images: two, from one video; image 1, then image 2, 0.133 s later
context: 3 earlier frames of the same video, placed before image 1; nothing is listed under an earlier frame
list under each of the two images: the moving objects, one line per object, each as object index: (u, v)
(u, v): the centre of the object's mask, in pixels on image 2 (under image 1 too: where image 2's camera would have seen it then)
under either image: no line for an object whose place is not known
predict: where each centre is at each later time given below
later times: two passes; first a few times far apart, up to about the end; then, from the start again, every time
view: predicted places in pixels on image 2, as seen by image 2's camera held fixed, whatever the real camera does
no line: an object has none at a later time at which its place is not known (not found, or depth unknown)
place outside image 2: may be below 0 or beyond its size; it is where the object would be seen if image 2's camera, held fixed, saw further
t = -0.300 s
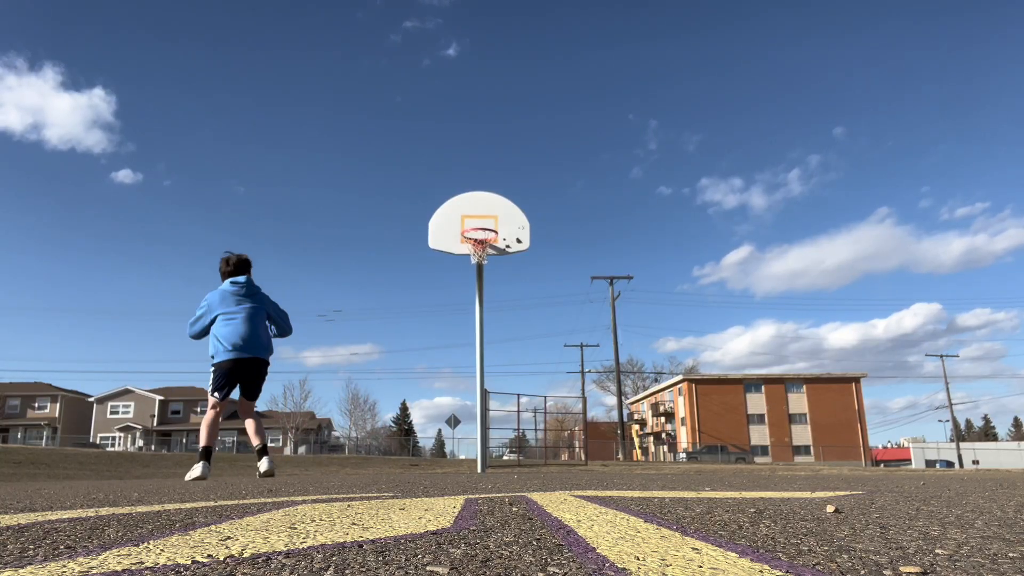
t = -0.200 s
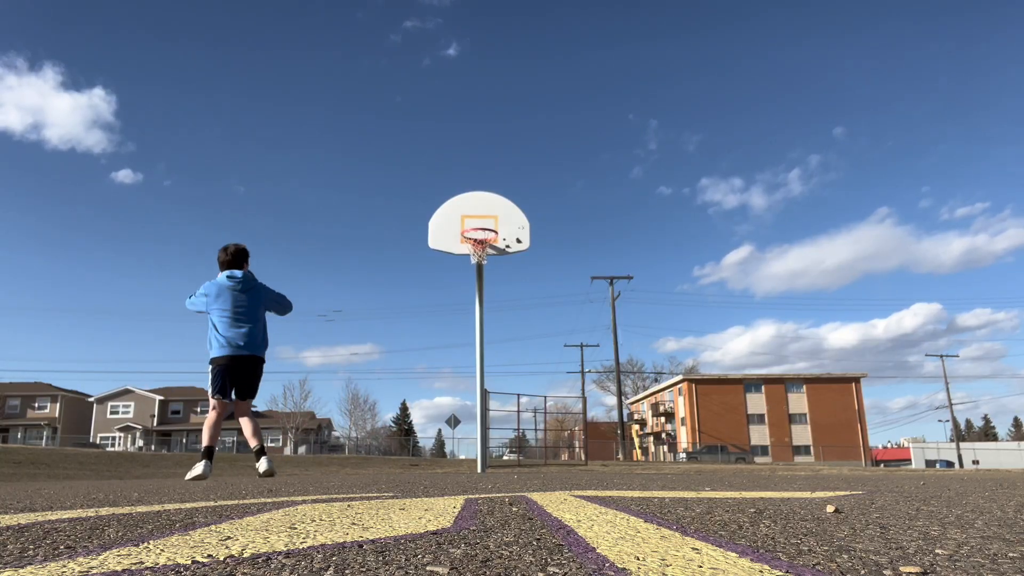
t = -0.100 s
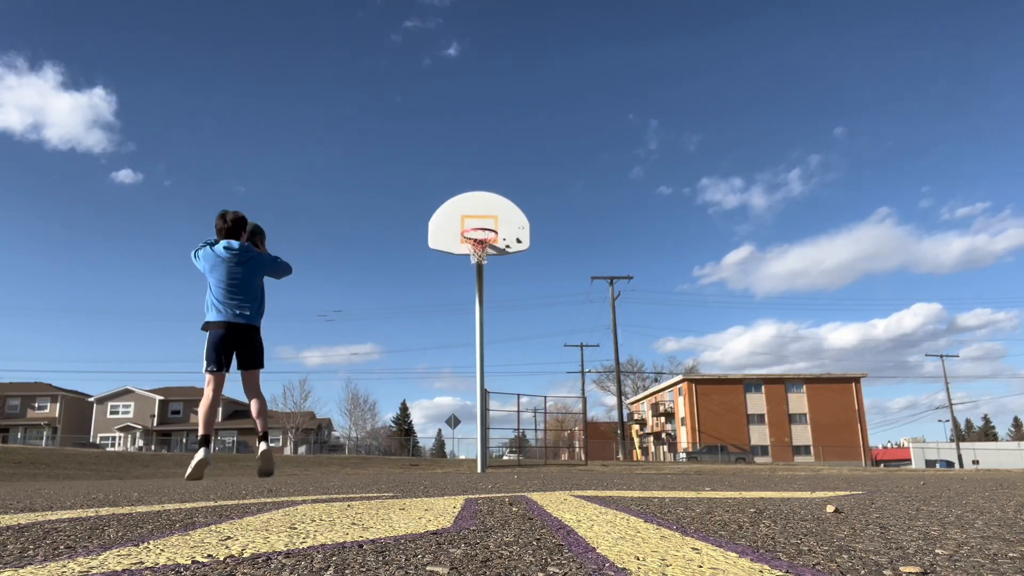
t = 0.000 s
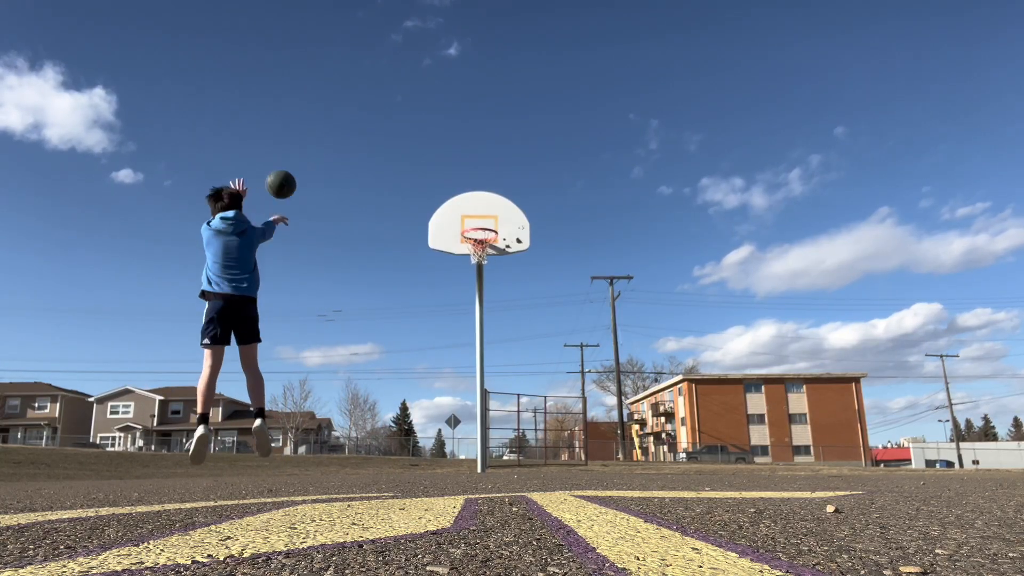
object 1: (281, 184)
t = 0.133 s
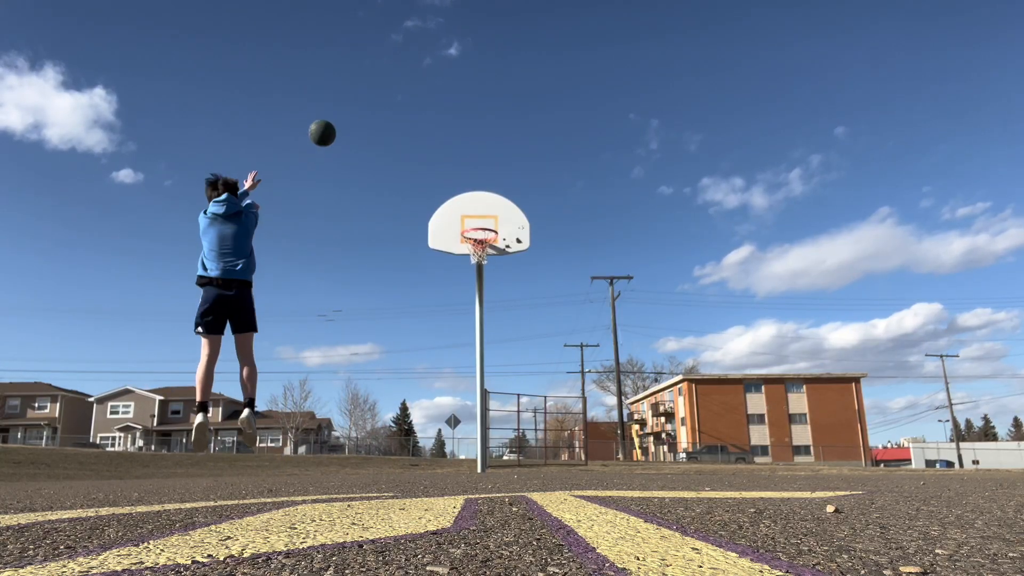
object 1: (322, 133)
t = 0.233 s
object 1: (348, 110)
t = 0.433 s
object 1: (391, 95)
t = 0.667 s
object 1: (430, 116)
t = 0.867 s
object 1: (458, 162)
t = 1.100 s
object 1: (485, 239)
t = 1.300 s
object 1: (455, 286)
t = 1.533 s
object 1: (423, 378)
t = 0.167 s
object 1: (331, 124)
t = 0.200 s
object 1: (340, 116)
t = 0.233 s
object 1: (348, 110)
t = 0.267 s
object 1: (356, 105)
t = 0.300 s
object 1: (364, 101)
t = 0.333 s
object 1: (371, 98)
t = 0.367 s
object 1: (378, 96)
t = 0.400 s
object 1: (384, 95)
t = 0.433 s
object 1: (391, 95)
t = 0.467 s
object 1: (397, 96)
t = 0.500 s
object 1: (403, 97)
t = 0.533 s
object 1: (409, 99)
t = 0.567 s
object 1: (414, 102)
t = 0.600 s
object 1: (420, 106)
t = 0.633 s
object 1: (425, 111)
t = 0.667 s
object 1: (430, 116)
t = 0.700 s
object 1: (435, 122)
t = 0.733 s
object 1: (440, 129)
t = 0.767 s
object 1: (445, 136)
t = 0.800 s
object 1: (449, 144)
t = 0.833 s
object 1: (454, 153)
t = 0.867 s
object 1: (458, 162)
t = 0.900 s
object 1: (463, 172)
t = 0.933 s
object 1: (467, 183)
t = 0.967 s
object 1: (472, 194)
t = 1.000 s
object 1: (476, 206)
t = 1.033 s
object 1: (480, 218)
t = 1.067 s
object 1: (484, 231)
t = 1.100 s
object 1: (485, 239)
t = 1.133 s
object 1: (479, 247)
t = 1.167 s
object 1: (473, 254)
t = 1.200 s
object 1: (468, 262)
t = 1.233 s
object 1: (464, 269)
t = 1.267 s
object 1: (460, 277)
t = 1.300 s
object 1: (455, 286)
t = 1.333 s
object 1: (450, 296)
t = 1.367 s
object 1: (446, 307)
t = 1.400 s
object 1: (441, 319)
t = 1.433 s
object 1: (437, 332)
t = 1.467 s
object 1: (432, 346)
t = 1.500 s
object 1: (428, 361)
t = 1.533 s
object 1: (423, 378)
